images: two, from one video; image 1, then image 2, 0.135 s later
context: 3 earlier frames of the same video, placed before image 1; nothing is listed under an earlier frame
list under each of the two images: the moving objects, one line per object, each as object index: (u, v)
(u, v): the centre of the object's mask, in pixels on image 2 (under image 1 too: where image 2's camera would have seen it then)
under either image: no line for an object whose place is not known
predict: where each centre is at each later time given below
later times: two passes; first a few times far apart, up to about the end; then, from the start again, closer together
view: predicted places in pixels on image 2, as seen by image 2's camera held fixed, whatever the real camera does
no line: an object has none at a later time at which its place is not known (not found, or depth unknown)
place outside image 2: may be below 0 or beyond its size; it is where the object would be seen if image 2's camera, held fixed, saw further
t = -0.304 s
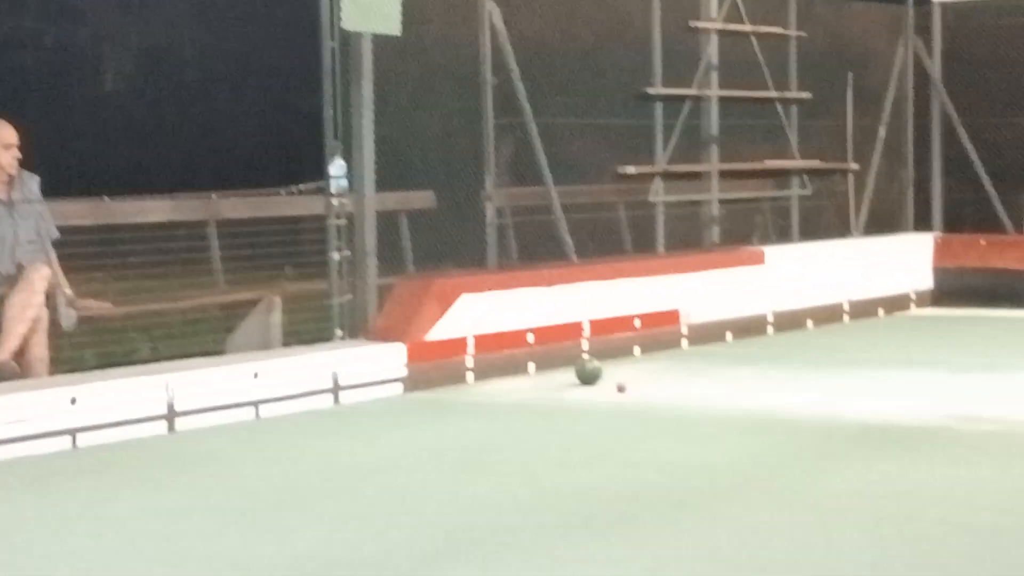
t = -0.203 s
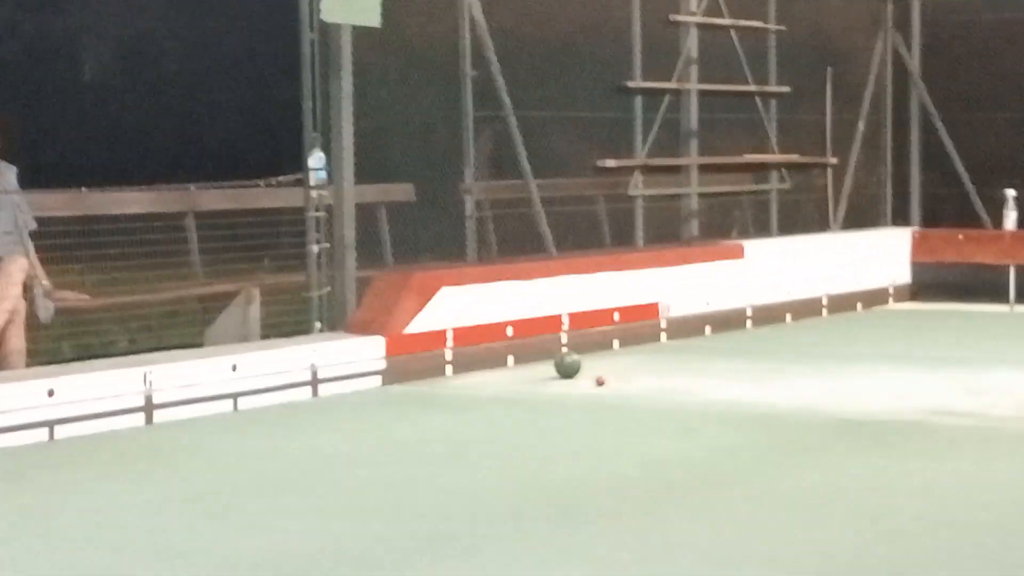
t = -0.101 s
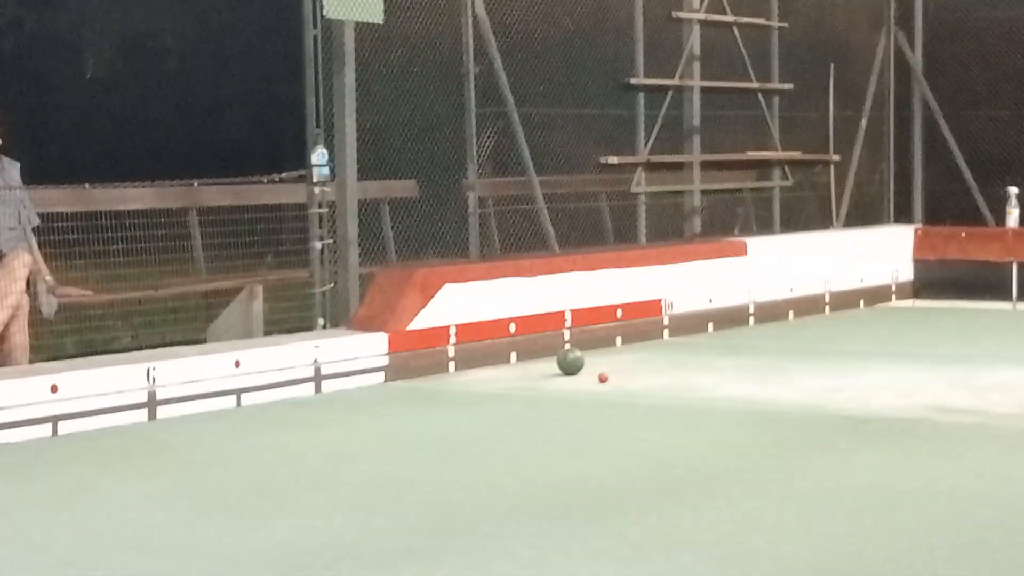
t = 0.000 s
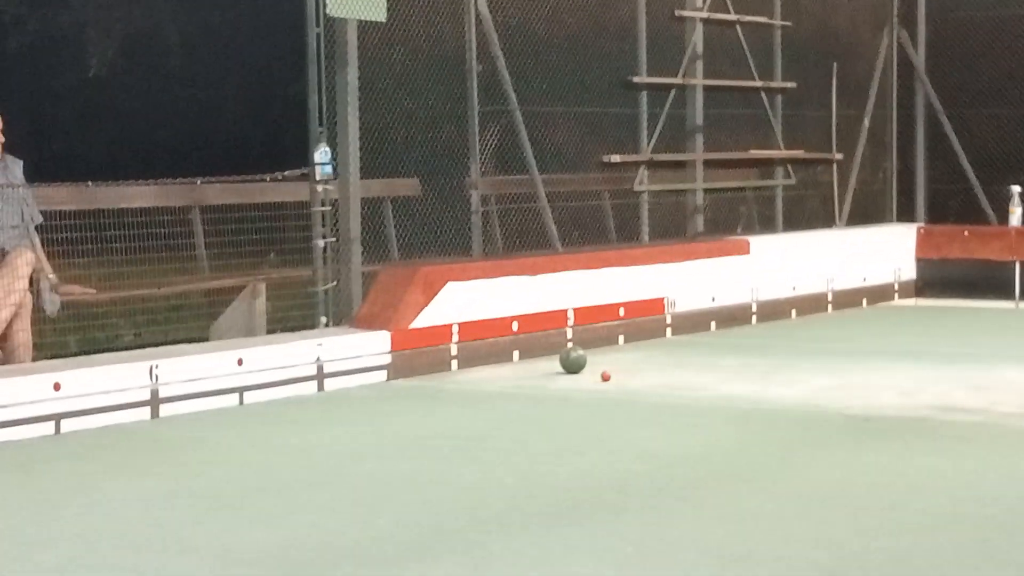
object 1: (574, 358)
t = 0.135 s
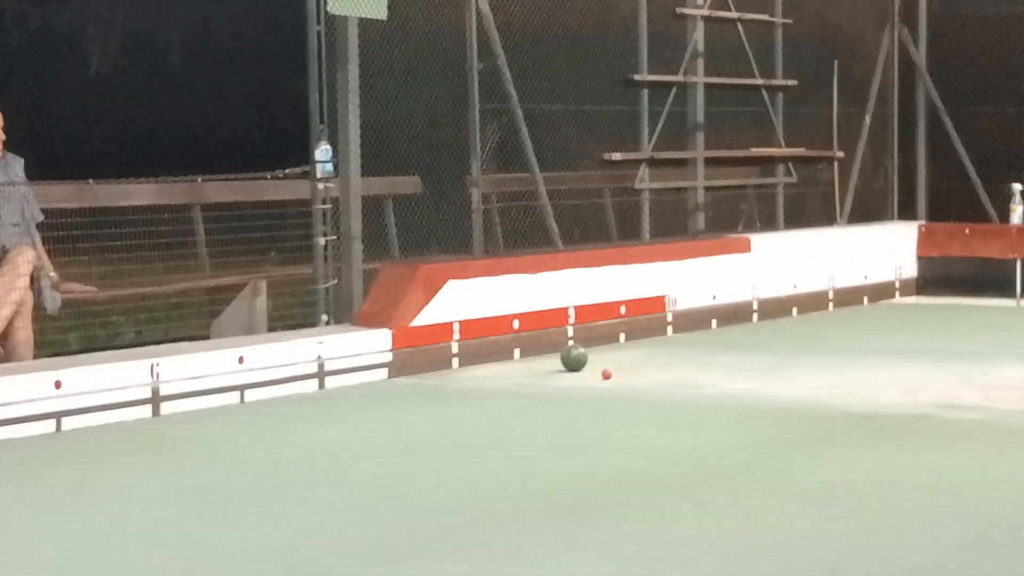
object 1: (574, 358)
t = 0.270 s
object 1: (574, 358)
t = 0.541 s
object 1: (574, 358)
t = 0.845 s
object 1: (646, 343)
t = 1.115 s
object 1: (763, 323)
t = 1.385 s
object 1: (846, 306)
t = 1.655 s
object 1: (916, 293)
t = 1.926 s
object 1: (942, 282)
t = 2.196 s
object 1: (938, 295)
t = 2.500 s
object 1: (937, 295)
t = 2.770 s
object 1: (940, 295)
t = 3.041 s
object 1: (943, 295)
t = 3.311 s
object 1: (945, 296)
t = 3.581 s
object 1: (946, 295)
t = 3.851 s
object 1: (946, 295)
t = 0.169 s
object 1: (574, 358)
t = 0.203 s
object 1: (574, 358)
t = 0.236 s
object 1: (574, 358)
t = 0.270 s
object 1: (574, 358)
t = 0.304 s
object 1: (574, 358)
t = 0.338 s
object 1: (574, 358)
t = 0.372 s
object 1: (574, 358)
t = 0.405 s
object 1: (574, 358)
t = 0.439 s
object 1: (574, 358)
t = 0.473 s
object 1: (574, 358)
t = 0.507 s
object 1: (574, 358)
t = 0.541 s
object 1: (574, 358)
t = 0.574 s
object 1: (574, 358)
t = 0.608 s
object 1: (574, 358)
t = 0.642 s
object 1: (574, 358)
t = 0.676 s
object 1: (574, 358)
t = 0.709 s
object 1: (574, 358)
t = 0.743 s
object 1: (586, 355)
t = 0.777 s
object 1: (607, 349)
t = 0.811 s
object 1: (627, 344)
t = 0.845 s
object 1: (646, 343)
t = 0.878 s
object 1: (663, 342)
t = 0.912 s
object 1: (680, 337)
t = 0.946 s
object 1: (694, 335)
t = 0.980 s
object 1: (710, 332)
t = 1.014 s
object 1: (724, 329)
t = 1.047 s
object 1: (737, 327)
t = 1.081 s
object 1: (750, 325)
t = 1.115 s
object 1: (763, 323)
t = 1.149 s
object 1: (773, 321)
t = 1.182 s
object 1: (784, 318)
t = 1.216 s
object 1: (795, 316)
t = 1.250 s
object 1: (806, 314)
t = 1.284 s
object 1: (816, 312)
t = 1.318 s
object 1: (826, 310)
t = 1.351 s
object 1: (836, 308)
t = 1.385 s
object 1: (846, 306)
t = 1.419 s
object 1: (855, 305)
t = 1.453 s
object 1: (865, 303)
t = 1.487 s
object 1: (874, 301)
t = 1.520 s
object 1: (883, 300)
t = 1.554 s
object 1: (891, 298)
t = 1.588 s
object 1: (899, 297)
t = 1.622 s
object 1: (909, 295)
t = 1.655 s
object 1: (916, 293)
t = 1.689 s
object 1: (925, 291)
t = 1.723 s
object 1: (932, 290)
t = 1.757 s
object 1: (939, 291)
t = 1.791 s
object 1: (944, 290)
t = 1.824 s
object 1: (943, 286)
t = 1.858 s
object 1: (943, 283)
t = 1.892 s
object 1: (943, 282)
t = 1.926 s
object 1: (942, 282)
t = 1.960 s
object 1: (942, 284)
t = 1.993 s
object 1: (942, 288)
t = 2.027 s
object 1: (941, 293)
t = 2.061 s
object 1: (941, 294)
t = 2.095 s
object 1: (941, 293)
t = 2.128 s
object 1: (940, 294)
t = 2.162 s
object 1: (939, 295)
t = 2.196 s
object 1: (938, 295)
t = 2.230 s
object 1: (938, 295)
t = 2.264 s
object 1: (938, 295)
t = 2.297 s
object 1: (937, 295)
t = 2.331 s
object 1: (937, 295)
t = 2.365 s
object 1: (937, 295)
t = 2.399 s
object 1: (937, 295)
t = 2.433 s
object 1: (936, 295)
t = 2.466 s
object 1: (937, 295)
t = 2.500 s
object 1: (937, 295)
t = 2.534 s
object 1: (937, 295)
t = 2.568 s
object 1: (938, 295)
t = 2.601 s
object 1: (938, 295)
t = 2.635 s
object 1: (938, 295)
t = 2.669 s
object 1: (939, 295)
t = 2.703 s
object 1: (939, 295)
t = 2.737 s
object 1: (940, 295)
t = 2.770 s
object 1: (940, 295)
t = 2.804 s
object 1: (941, 295)
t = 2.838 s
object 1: (941, 295)
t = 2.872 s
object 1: (942, 295)
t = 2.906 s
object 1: (942, 295)
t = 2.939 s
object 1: (943, 295)
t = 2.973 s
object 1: (943, 295)
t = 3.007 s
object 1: (943, 295)
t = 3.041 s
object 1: (943, 295)
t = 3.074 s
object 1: (944, 295)
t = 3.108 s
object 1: (944, 295)
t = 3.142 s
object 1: (945, 295)
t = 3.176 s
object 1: (945, 295)
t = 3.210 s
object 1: (945, 295)
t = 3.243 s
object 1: (945, 295)
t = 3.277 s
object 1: (945, 295)
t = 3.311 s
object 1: (945, 296)
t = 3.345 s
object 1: (945, 295)
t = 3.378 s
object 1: (946, 295)
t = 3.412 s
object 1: (946, 295)
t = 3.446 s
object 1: (946, 296)
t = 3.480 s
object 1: (947, 296)
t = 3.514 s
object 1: (946, 295)
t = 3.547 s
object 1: (947, 296)
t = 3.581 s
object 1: (946, 295)
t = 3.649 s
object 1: (946, 295)
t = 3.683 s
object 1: (946, 295)
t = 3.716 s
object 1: (946, 295)
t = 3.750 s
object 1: (946, 295)
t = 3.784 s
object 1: (946, 295)
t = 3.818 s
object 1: (946, 295)
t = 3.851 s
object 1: (946, 295)
